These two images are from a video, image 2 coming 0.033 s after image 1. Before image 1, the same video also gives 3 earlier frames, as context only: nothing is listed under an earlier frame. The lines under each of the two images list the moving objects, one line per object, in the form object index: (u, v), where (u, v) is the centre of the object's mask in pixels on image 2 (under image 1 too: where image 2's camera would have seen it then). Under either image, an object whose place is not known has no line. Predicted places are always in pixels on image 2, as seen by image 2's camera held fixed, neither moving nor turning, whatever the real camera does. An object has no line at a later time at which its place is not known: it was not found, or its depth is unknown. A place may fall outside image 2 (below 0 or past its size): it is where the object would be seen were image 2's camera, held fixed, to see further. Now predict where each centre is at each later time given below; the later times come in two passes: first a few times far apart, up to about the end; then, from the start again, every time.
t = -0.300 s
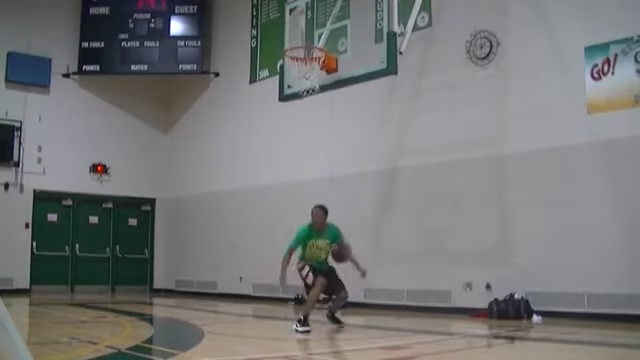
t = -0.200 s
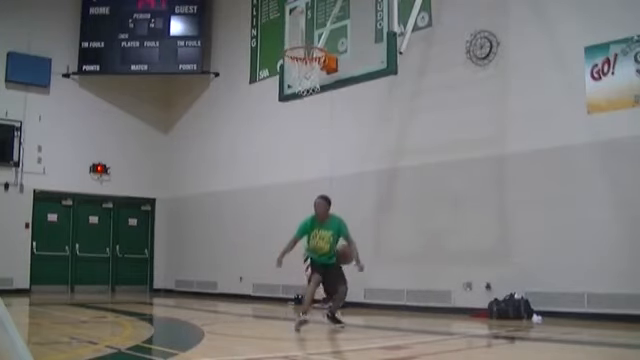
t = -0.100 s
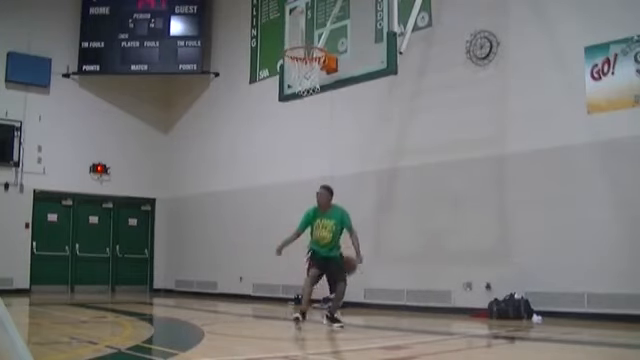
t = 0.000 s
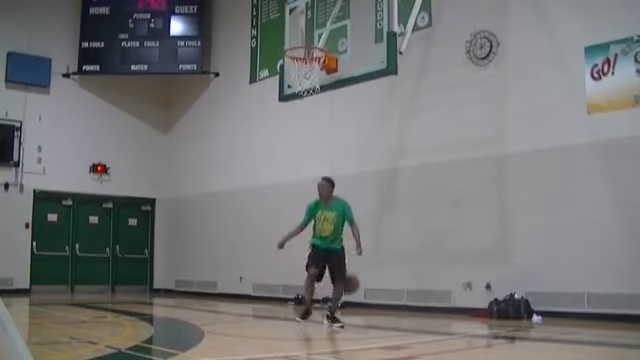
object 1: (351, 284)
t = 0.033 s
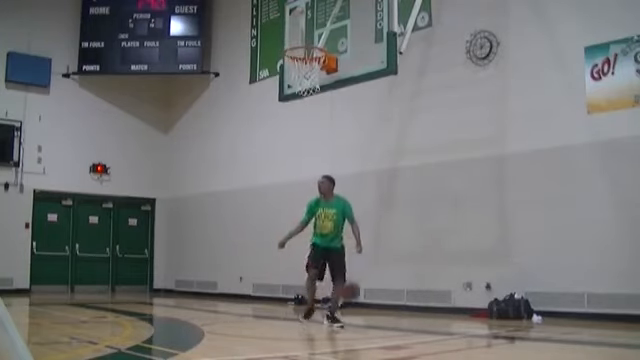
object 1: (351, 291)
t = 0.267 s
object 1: (363, 284)
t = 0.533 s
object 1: (382, 276)
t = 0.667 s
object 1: (391, 294)
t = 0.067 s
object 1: (350, 299)
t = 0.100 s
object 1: (351, 309)
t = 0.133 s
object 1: (352, 309)
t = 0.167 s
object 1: (356, 301)
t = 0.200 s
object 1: (358, 296)
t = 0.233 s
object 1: (360, 289)
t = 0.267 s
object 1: (363, 284)
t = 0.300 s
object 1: (365, 280)
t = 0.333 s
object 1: (368, 276)
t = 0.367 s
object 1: (370, 274)
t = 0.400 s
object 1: (372, 273)
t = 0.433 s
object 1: (374, 272)
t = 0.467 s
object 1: (377, 273)
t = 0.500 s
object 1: (379, 274)
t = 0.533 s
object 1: (382, 276)
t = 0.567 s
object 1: (384, 279)
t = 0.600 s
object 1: (386, 283)
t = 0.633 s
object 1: (389, 288)
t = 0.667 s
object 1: (391, 294)
